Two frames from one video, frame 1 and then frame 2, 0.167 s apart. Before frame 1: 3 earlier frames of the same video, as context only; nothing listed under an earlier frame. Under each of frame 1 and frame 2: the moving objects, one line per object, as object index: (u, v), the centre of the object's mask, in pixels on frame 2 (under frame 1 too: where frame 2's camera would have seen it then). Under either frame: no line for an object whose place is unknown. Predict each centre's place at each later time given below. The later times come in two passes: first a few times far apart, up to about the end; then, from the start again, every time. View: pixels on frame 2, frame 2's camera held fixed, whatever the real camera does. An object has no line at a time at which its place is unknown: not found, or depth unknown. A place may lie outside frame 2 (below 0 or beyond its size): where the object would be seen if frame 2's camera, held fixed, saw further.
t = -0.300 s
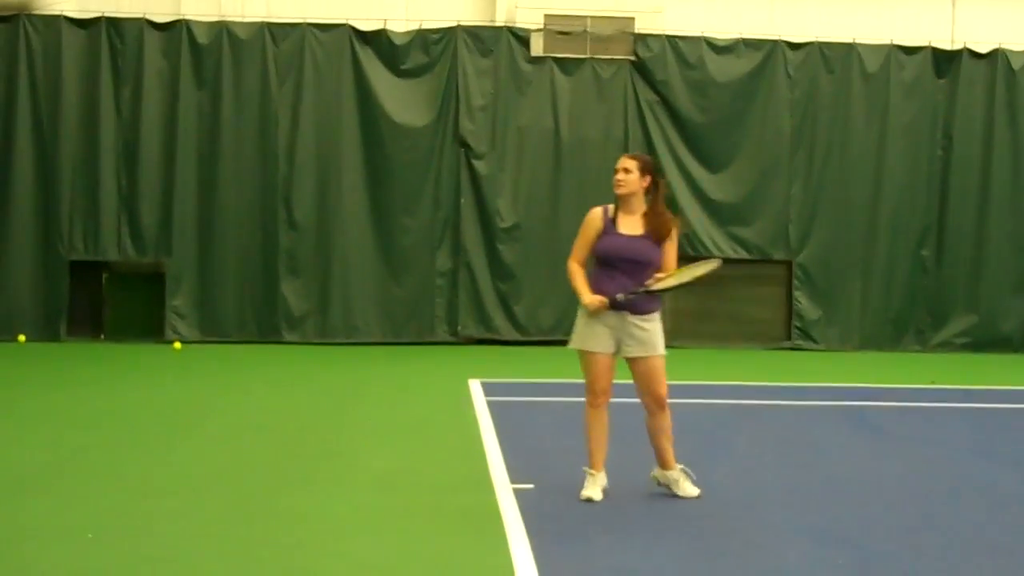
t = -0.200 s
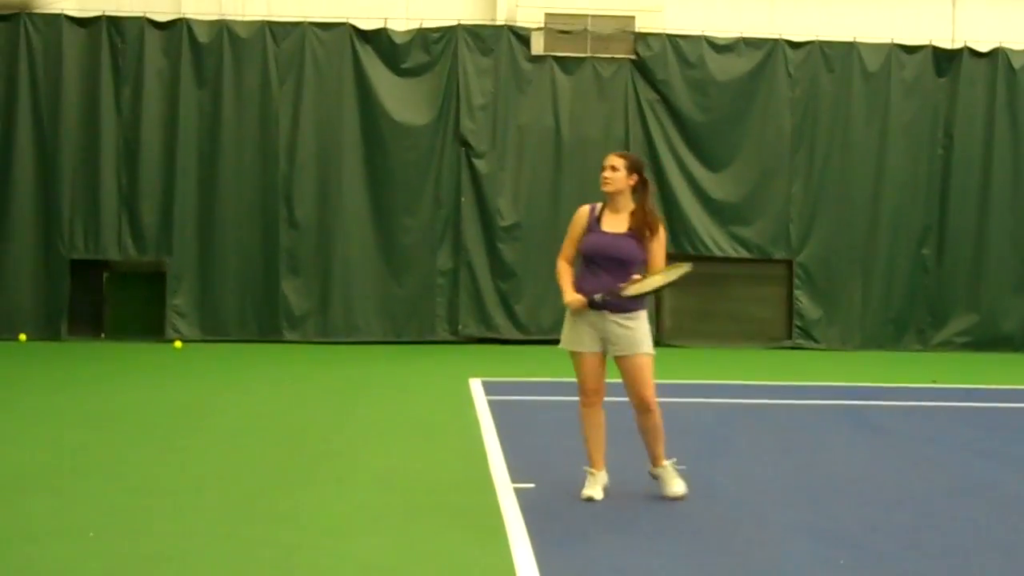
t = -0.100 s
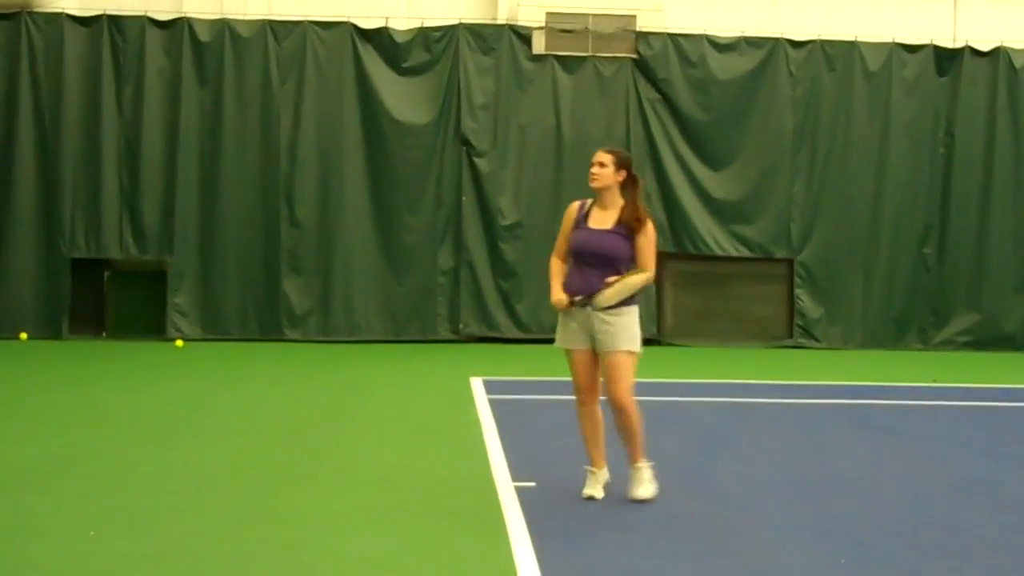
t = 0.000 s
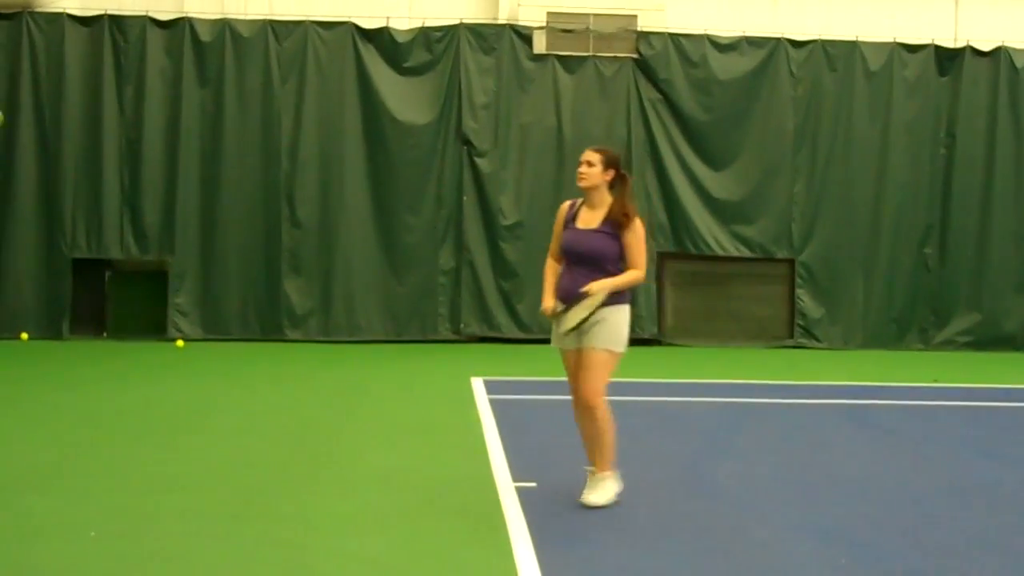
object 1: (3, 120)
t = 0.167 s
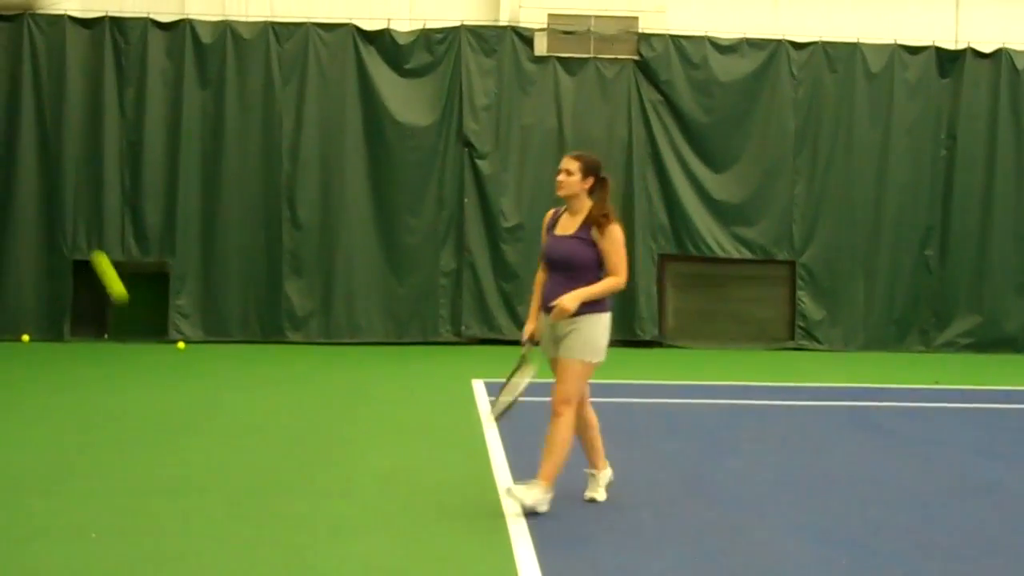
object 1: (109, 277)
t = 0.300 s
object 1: (201, 454)
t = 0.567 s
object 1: (334, 335)
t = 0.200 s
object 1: (132, 317)
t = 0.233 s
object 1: (156, 360)
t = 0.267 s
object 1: (178, 406)
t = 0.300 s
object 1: (201, 454)
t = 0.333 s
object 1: (222, 504)
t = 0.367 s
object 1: (242, 527)
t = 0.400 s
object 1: (258, 490)
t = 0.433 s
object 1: (273, 453)
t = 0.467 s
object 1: (289, 420)
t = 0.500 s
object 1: (304, 388)
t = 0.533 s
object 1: (319, 361)
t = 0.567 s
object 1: (334, 335)
